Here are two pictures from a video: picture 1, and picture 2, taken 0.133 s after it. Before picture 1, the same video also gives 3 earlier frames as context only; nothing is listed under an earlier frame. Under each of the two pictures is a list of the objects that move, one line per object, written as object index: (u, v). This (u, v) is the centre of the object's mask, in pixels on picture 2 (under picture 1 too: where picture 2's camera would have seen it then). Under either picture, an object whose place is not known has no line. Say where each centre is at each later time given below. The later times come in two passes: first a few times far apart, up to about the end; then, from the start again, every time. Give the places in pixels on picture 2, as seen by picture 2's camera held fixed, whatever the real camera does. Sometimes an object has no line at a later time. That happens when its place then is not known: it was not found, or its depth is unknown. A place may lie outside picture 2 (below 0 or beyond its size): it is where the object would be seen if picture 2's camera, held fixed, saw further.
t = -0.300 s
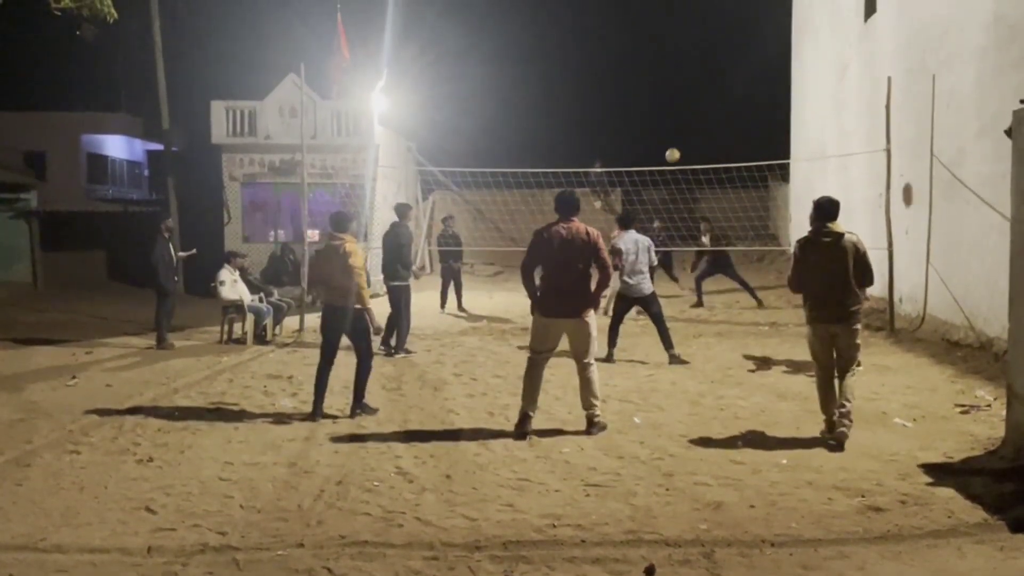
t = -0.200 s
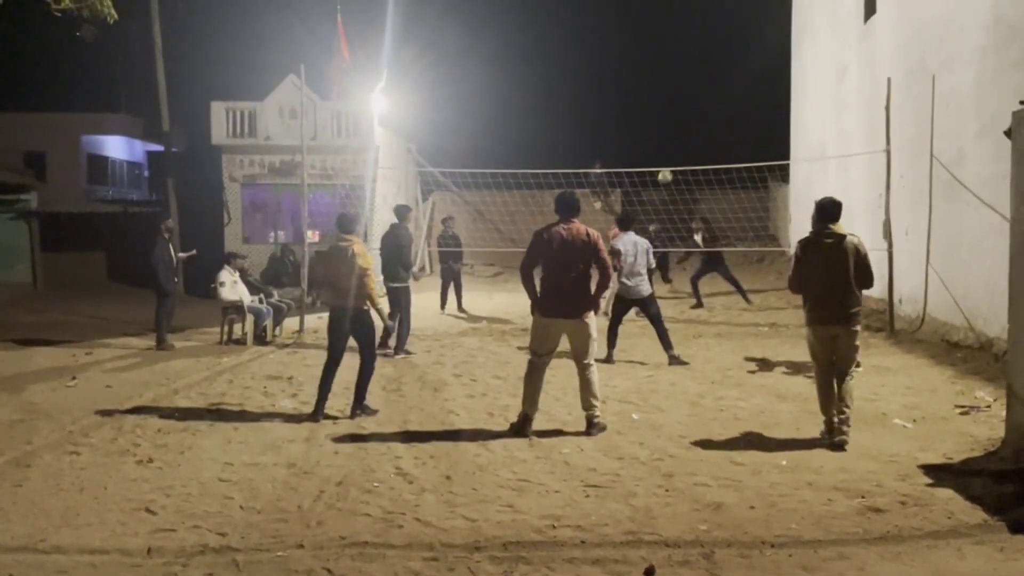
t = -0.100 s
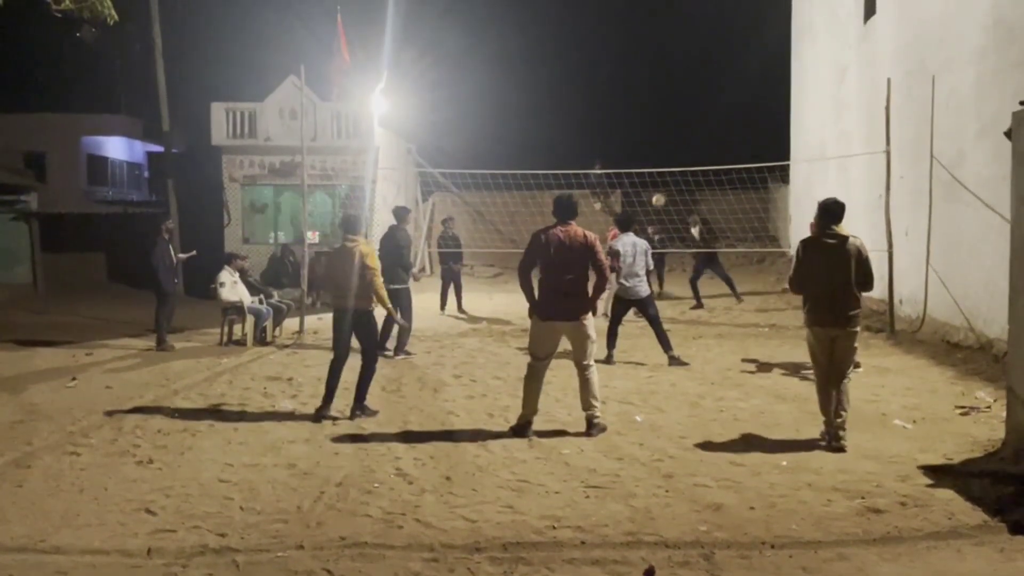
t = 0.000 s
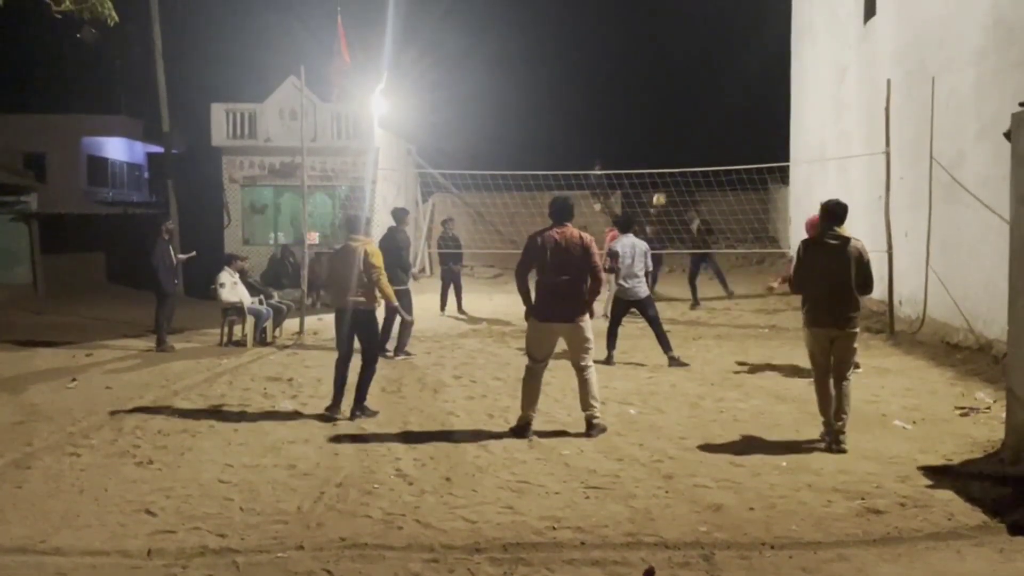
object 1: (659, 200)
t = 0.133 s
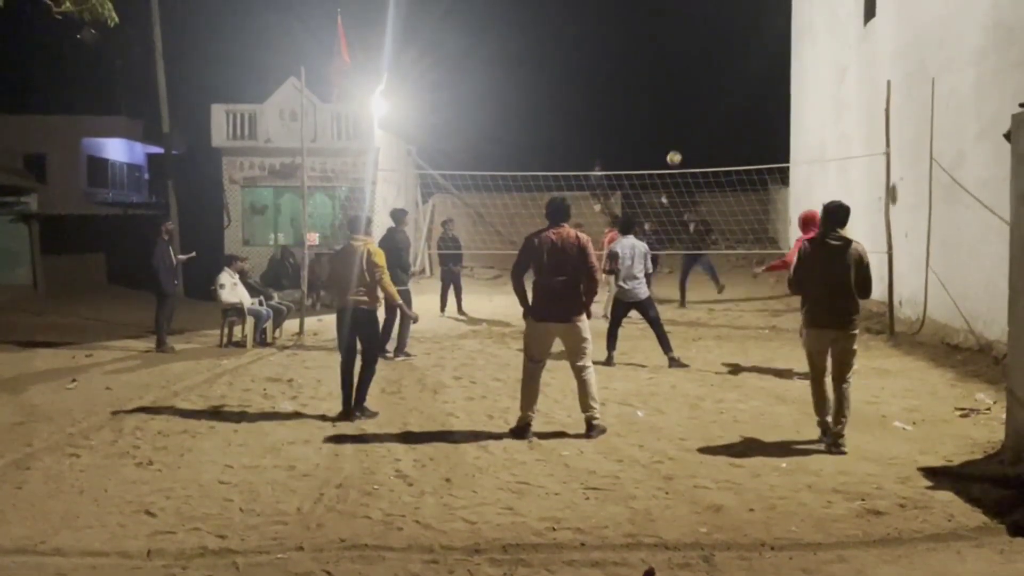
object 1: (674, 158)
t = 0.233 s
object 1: (686, 130)
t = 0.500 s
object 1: (724, 81)
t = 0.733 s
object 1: (765, 78)
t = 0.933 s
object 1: (806, 118)
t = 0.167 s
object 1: (678, 148)
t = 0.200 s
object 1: (682, 139)
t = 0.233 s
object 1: (686, 130)
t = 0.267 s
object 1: (691, 122)
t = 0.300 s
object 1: (695, 114)
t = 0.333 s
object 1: (699, 108)
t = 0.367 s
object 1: (704, 101)
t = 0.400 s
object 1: (709, 95)
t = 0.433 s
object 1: (713, 89)
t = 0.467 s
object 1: (719, 85)
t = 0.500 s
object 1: (724, 81)
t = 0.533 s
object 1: (729, 78)
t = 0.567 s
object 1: (735, 75)
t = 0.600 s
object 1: (741, 75)
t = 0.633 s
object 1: (746, 74)
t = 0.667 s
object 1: (752, 74)
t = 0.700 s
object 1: (759, 76)
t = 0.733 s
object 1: (765, 78)
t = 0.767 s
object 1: (772, 82)
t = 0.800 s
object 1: (779, 86)
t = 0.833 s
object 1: (784, 92)
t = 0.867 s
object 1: (792, 99)
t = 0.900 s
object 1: (799, 108)
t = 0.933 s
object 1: (806, 118)
